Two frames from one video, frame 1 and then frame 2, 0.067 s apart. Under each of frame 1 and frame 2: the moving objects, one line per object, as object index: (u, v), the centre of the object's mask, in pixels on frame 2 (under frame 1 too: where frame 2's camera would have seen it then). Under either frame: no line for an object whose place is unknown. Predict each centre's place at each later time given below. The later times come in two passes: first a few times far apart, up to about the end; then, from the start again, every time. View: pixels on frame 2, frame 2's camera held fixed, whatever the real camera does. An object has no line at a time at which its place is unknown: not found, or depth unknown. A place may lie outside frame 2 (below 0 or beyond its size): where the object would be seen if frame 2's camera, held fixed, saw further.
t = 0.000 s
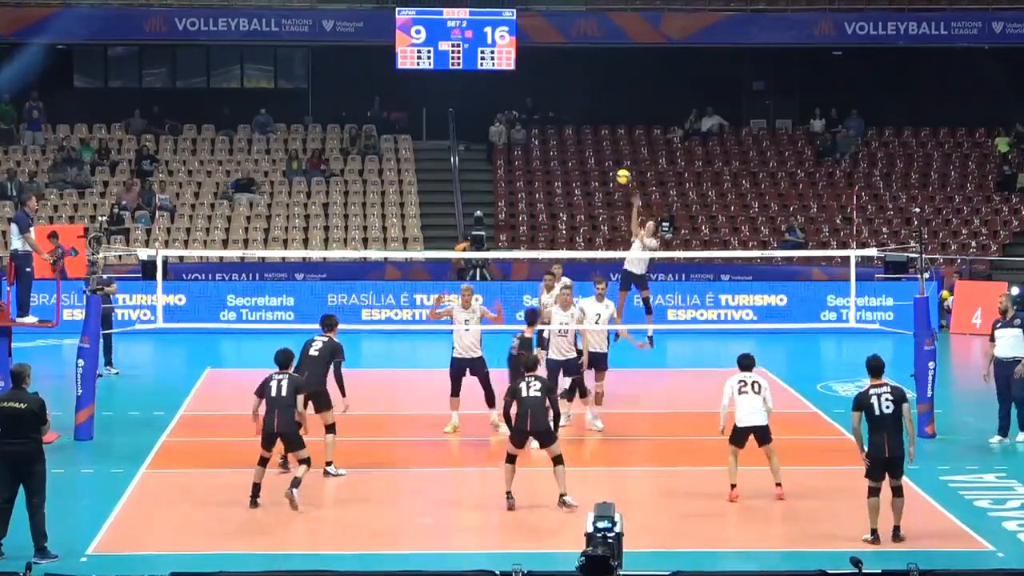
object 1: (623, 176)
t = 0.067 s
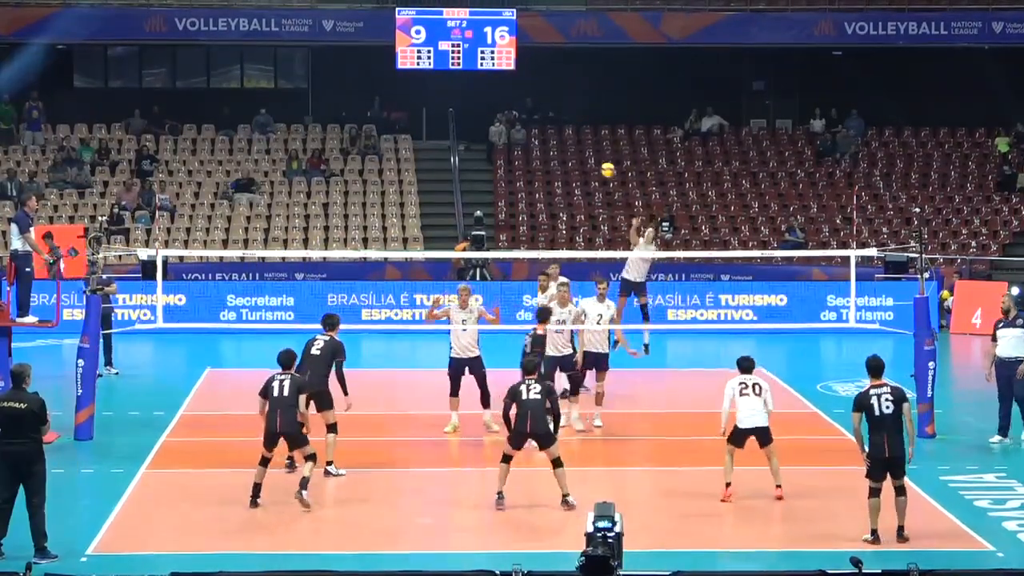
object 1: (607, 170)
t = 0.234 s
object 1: (563, 164)
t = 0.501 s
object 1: (471, 197)
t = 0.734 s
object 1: (373, 271)
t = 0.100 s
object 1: (599, 167)
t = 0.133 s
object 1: (591, 165)
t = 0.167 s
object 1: (582, 164)
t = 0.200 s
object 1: (572, 163)
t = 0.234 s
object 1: (563, 164)
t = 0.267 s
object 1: (552, 164)
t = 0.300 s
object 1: (542, 166)
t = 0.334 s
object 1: (532, 169)
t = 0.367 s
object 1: (520, 172)
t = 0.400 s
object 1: (508, 177)
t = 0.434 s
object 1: (496, 183)
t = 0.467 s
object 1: (484, 190)
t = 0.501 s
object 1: (471, 197)
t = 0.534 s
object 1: (458, 207)
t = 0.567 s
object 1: (445, 215)
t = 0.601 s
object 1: (431, 225)
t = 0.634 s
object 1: (418, 236)
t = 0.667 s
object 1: (402, 246)
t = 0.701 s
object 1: (388, 259)
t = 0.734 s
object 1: (373, 271)
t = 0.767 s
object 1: (359, 283)
